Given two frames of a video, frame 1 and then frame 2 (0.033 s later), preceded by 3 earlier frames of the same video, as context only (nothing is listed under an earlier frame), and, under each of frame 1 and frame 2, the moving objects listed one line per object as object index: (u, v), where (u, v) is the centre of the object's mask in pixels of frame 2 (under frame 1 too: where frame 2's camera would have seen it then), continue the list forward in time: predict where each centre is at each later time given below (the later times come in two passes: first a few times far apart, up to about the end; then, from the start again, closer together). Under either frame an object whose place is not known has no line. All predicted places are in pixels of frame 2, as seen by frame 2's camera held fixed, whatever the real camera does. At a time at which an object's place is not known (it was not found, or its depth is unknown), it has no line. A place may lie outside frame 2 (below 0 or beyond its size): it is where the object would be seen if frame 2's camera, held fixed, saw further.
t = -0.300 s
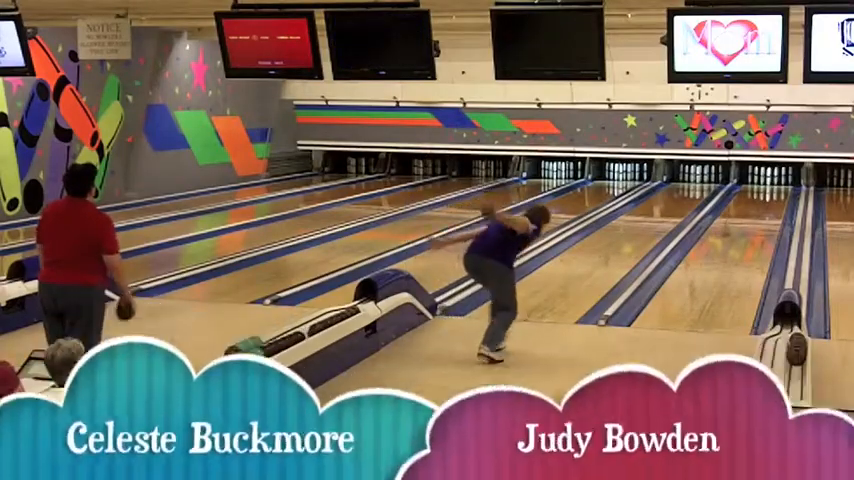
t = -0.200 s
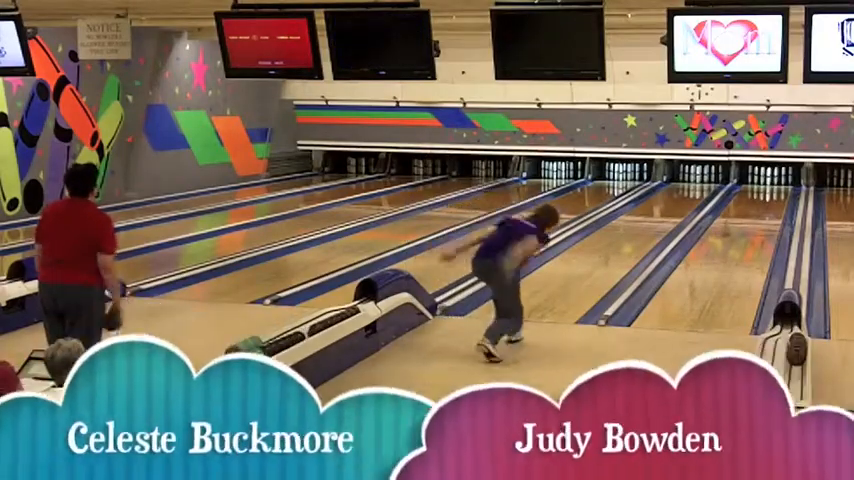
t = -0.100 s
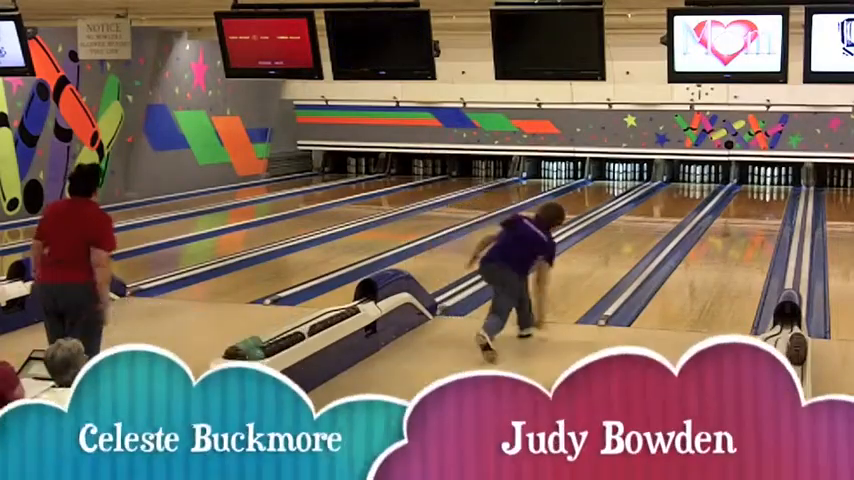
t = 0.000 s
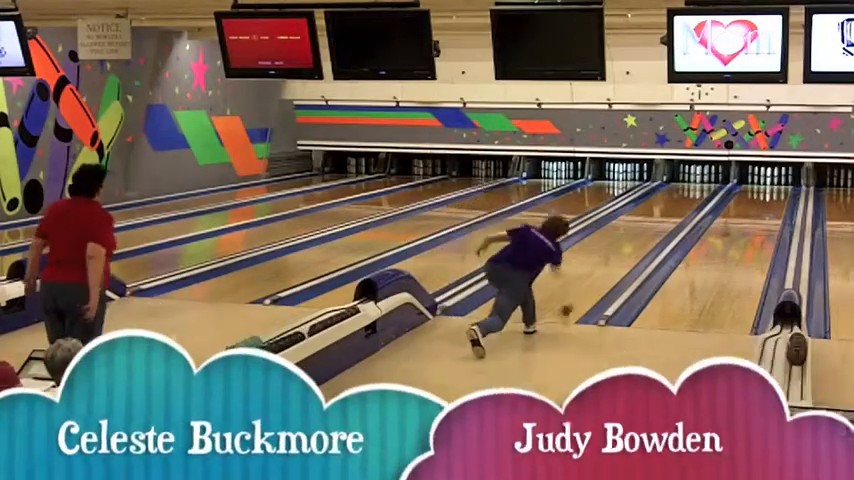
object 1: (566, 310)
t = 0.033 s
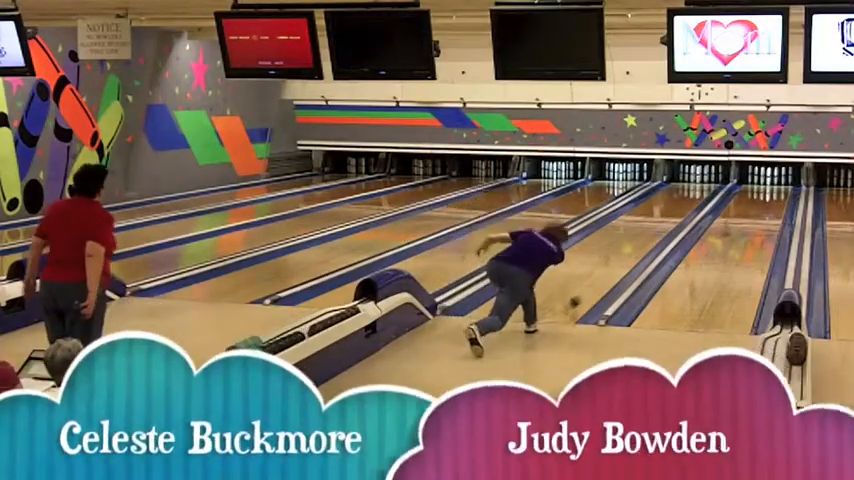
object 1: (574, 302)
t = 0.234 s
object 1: (611, 273)
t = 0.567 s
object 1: (651, 232)
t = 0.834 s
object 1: (671, 217)
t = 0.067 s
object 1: (581, 296)
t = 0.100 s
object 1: (587, 291)
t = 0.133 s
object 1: (593, 288)
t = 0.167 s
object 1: (600, 283)
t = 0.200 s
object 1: (606, 278)
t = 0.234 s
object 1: (611, 273)
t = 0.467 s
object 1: (641, 242)
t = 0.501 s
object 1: (644, 239)
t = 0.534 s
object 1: (647, 236)
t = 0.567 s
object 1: (651, 232)
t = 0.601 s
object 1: (654, 230)
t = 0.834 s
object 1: (671, 217)
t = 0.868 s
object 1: (674, 213)
